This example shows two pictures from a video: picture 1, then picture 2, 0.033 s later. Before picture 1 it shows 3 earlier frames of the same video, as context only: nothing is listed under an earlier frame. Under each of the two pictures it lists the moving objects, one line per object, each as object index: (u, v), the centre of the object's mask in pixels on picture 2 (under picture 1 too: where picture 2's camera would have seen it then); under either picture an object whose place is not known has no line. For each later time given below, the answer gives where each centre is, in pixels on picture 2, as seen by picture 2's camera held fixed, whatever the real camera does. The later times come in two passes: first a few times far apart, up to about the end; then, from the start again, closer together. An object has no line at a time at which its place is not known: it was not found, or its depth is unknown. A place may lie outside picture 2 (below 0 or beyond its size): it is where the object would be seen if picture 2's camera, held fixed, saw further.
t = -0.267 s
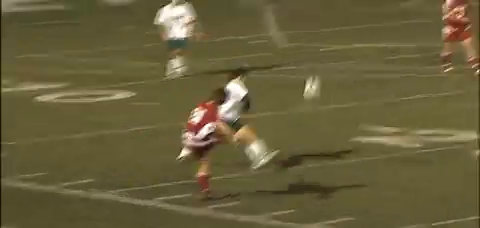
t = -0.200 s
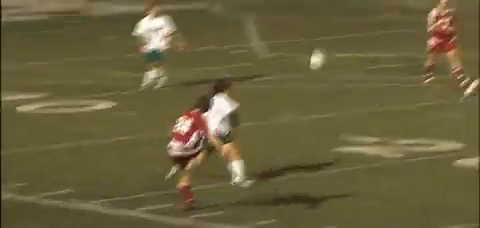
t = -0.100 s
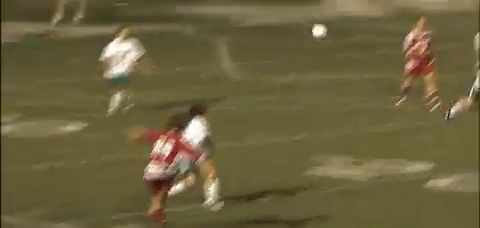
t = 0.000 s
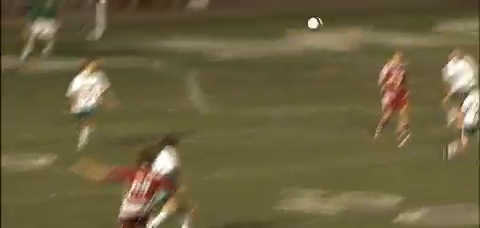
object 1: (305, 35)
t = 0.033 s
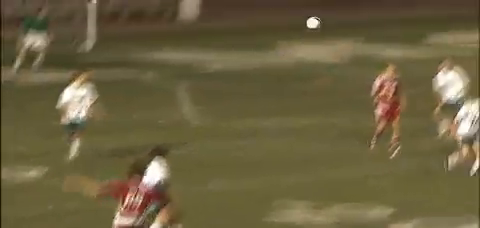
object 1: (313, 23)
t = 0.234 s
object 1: (351, -37)
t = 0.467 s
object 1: (382, -78)
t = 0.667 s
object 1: (399, -91)
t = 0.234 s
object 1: (351, -37)
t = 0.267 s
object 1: (357, -44)
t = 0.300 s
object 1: (361, -52)
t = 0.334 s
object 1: (366, -58)
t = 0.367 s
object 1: (370, -64)
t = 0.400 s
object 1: (374, -69)
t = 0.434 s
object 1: (379, -74)
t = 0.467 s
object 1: (382, -78)
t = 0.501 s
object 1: (385, -81)
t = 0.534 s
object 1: (388, -85)
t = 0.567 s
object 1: (391, -87)
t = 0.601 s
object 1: (395, -90)
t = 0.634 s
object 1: (397, -90)
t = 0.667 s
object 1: (399, -91)
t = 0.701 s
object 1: (401, -91)
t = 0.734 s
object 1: (404, -91)
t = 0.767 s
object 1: (405, -91)
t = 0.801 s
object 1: (407, -90)
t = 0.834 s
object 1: (407, -88)
